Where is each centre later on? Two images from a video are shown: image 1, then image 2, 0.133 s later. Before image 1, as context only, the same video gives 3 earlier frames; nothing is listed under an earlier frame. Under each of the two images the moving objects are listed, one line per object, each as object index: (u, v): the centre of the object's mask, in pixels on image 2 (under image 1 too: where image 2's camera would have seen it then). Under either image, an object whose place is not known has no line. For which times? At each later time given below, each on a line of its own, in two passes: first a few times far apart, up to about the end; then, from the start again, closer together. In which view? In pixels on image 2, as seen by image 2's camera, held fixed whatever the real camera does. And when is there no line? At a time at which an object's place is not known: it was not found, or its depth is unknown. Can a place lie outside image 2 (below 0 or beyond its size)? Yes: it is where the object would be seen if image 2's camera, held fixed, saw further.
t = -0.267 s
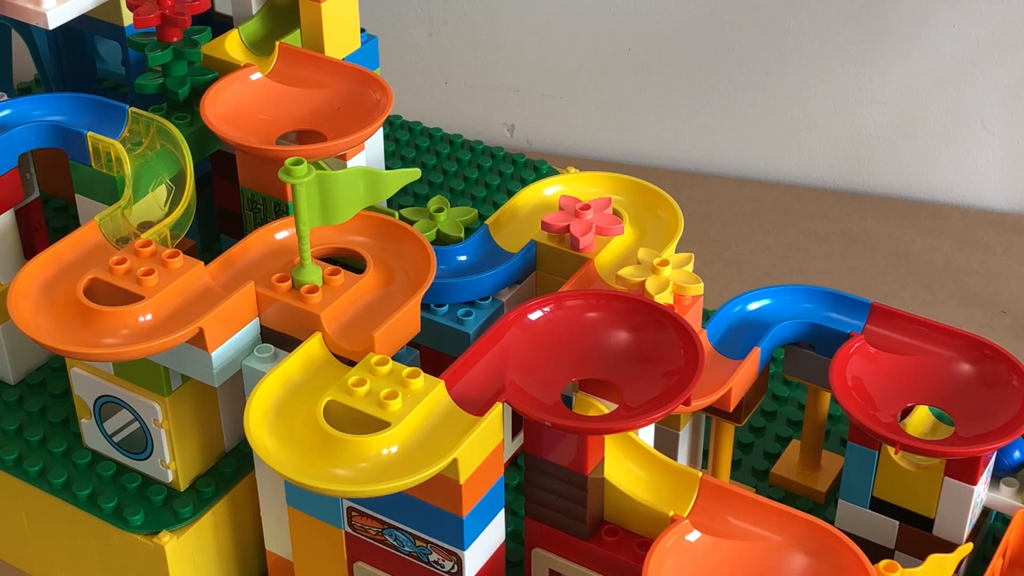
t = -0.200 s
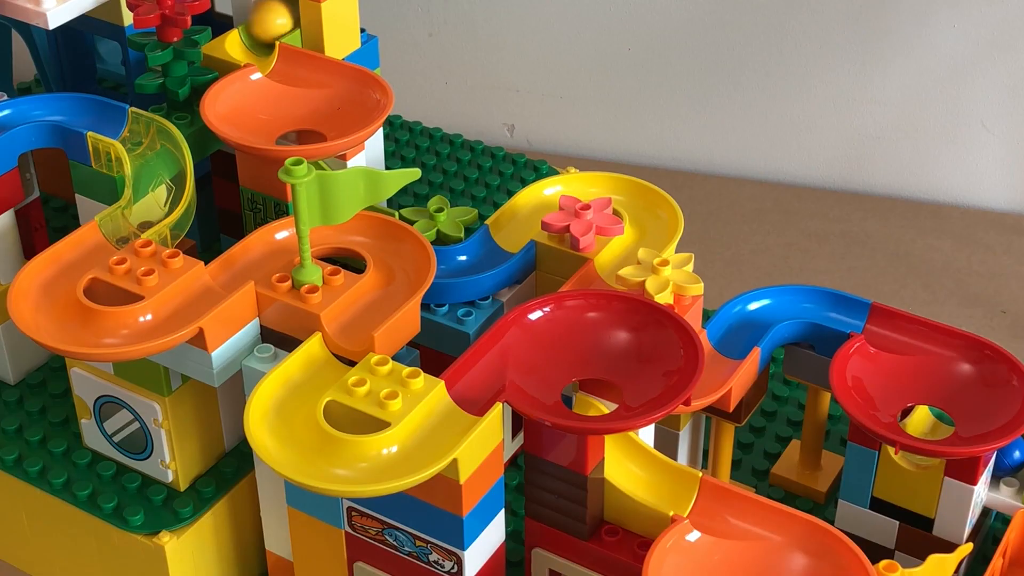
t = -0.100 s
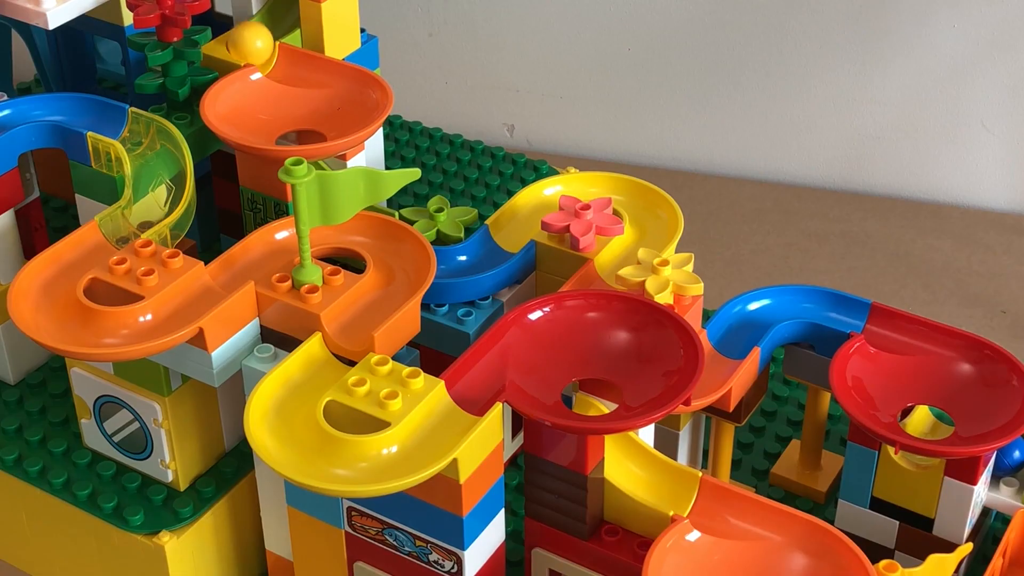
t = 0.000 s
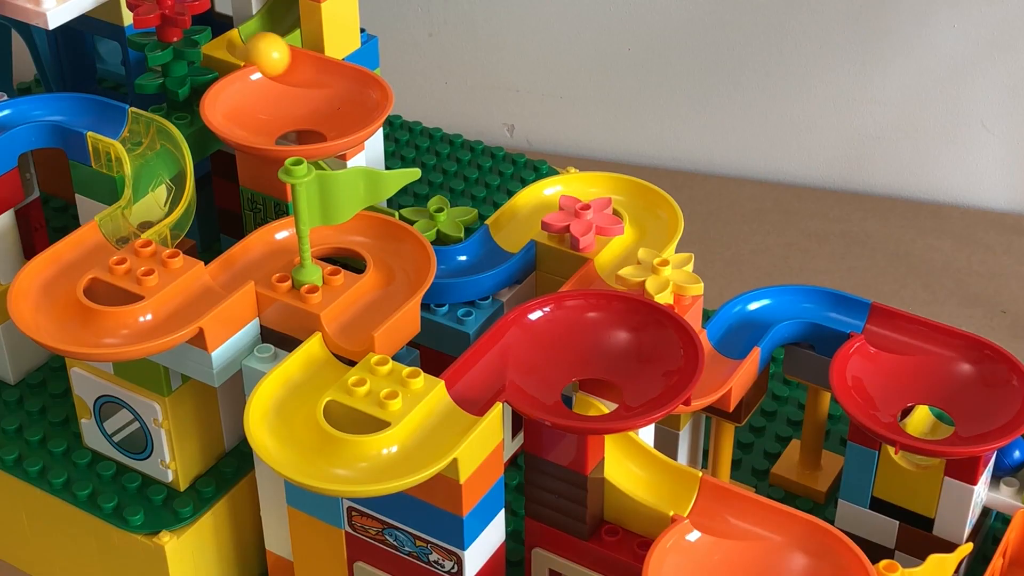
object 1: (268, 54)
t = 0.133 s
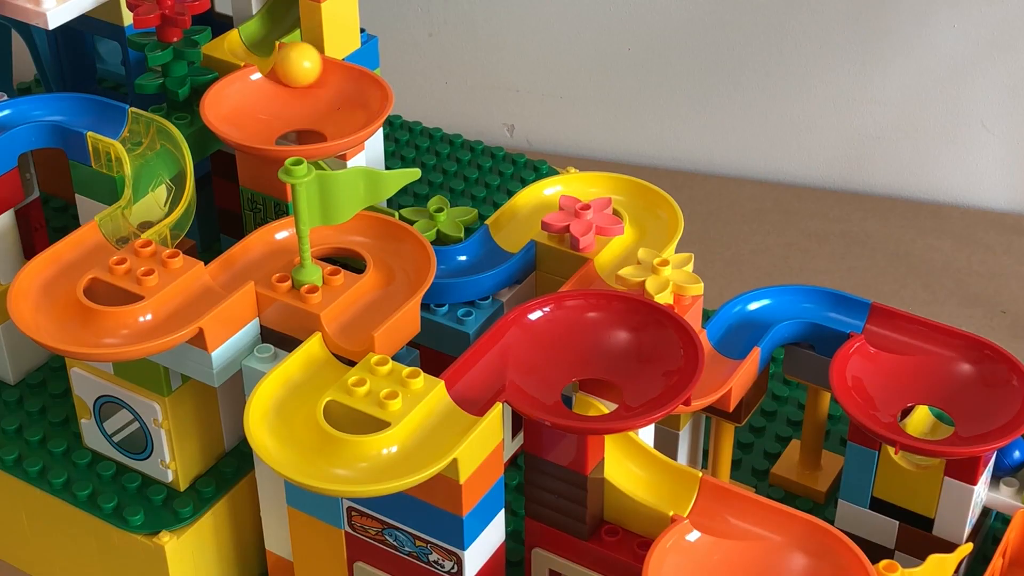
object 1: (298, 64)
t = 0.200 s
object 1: (312, 69)
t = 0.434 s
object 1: (292, 129)
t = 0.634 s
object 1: (283, 120)
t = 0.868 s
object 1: (332, 108)
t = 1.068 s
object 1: (300, 111)
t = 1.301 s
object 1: (302, 135)
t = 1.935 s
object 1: (583, 180)
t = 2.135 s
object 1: (647, 207)
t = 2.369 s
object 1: (620, 254)
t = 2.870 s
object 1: (712, 375)
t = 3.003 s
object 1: (742, 323)
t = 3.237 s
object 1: (865, 317)
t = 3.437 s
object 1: (956, 375)
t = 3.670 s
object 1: (923, 421)
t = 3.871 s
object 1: (911, 358)
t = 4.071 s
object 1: (959, 417)
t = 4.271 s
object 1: (907, 410)
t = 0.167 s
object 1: (305, 67)
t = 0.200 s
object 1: (312, 69)
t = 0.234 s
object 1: (318, 73)
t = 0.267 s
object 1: (322, 82)
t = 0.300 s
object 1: (323, 96)
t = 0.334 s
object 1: (321, 112)
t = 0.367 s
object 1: (313, 123)
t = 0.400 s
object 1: (302, 128)
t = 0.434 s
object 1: (292, 129)
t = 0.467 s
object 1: (281, 129)
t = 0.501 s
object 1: (273, 128)
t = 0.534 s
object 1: (269, 127)
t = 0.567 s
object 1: (269, 127)
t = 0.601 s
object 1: (274, 125)
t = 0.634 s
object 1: (283, 120)
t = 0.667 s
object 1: (299, 112)
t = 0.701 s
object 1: (314, 106)
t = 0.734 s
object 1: (328, 99)
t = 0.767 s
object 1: (336, 95)
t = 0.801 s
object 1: (340, 95)
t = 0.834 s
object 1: (338, 100)
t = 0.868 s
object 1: (332, 108)
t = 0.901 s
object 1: (322, 116)
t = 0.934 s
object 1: (307, 124)
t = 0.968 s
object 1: (292, 123)
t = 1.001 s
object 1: (293, 114)
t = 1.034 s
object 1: (297, 110)
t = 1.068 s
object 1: (300, 111)
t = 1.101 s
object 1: (302, 114)
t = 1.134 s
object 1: (304, 122)
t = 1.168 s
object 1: (299, 129)
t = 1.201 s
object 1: (299, 130)
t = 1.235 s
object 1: (299, 131)
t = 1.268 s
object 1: (300, 132)
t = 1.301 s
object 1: (302, 135)
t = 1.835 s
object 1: (540, 197)
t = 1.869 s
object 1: (557, 183)
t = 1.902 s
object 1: (567, 182)
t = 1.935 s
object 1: (583, 180)
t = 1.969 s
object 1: (597, 180)
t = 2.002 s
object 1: (611, 181)
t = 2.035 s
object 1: (623, 190)
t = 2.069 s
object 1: (635, 195)
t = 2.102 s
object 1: (643, 201)
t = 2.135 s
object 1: (647, 207)
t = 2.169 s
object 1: (652, 214)
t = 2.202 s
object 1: (654, 221)
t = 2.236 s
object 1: (652, 227)
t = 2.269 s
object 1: (648, 232)
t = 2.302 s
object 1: (641, 239)
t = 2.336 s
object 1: (632, 245)
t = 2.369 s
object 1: (620, 254)
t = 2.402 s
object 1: (616, 258)
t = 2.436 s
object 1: (612, 264)
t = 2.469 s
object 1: (605, 271)
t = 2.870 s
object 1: (712, 375)
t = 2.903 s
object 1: (719, 361)
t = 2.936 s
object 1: (725, 346)
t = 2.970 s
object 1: (734, 334)
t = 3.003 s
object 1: (742, 323)
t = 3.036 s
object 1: (755, 310)
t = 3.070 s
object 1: (772, 304)
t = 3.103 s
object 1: (792, 300)
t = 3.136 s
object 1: (812, 301)
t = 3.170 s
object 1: (830, 304)
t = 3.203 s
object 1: (847, 310)
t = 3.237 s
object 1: (865, 317)
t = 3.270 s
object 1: (881, 324)
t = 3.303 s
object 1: (895, 330)
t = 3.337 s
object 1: (913, 335)
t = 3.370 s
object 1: (930, 343)
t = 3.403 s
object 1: (944, 356)
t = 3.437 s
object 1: (956, 375)
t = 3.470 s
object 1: (965, 394)
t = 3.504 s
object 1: (970, 409)
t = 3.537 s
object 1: (971, 420)
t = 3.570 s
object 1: (965, 424)
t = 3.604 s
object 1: (955, 425)
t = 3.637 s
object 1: (940, 425)
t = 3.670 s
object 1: (923, 421)
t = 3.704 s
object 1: (907, 412)
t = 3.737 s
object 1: (898, 398)
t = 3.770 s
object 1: (895, 384)
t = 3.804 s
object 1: (896, 371)
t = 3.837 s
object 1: (902, 361)
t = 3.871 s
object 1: (911, 358)
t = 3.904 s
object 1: (923, 363)
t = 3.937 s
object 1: (935, 372)
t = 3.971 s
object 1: (946, 384)
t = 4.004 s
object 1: (955, 396)
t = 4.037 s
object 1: (959, 408)
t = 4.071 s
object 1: (959, 417)
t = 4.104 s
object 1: (956, 422)
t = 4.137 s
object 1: (949, 424)
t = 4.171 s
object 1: (940, 424)
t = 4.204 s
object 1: (927, 422)
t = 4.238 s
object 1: (916, 417)
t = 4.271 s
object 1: (907, 410)
